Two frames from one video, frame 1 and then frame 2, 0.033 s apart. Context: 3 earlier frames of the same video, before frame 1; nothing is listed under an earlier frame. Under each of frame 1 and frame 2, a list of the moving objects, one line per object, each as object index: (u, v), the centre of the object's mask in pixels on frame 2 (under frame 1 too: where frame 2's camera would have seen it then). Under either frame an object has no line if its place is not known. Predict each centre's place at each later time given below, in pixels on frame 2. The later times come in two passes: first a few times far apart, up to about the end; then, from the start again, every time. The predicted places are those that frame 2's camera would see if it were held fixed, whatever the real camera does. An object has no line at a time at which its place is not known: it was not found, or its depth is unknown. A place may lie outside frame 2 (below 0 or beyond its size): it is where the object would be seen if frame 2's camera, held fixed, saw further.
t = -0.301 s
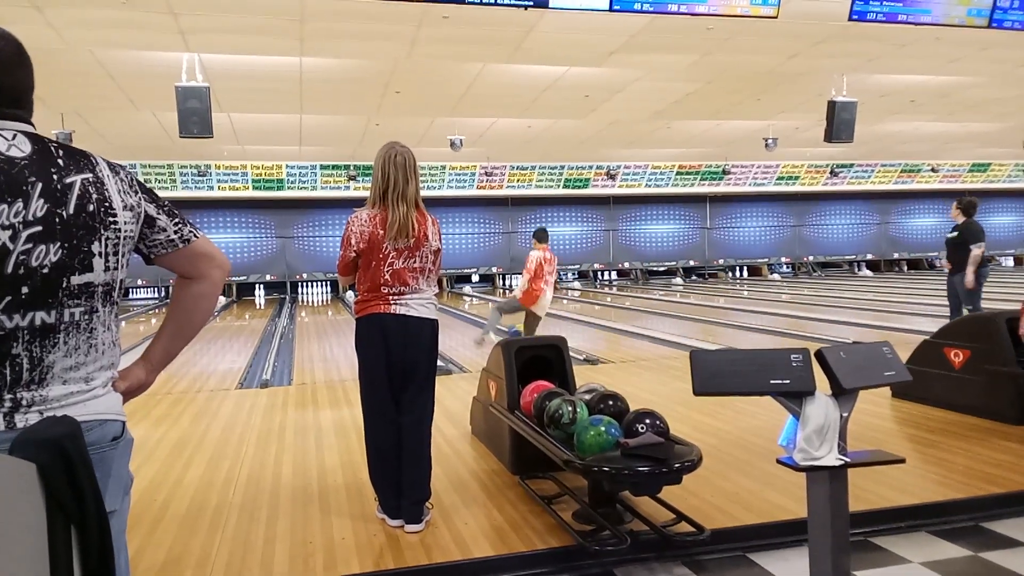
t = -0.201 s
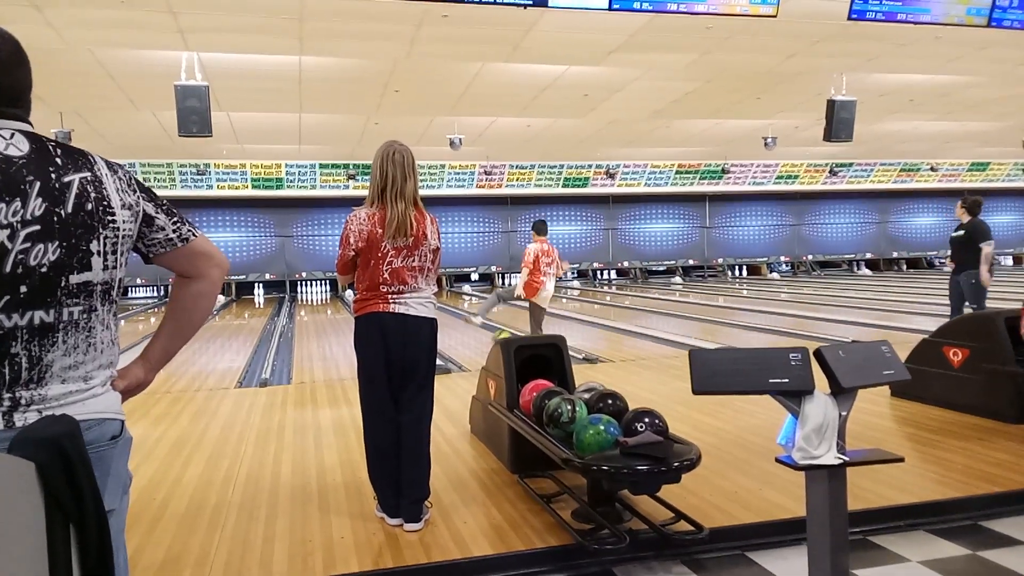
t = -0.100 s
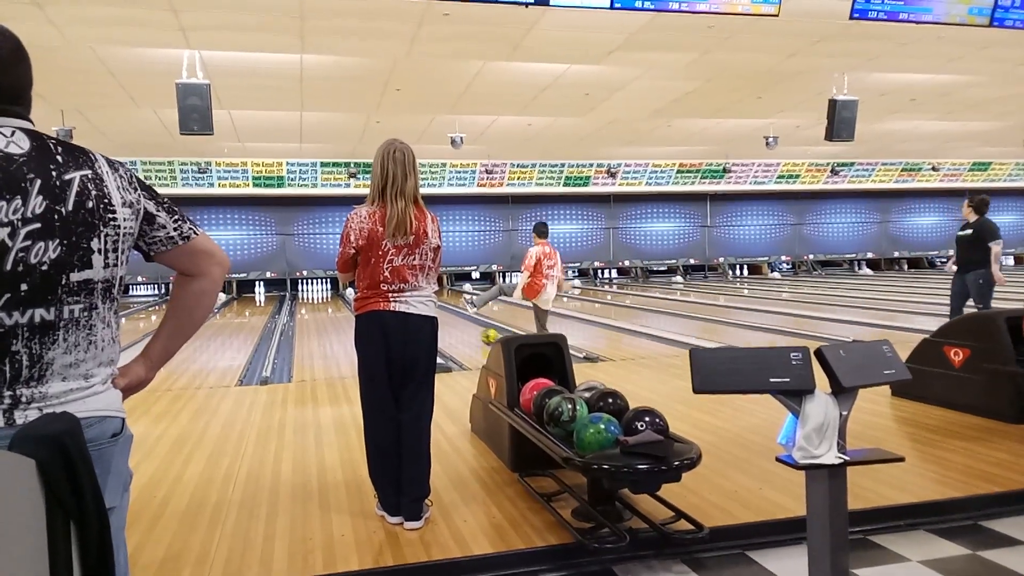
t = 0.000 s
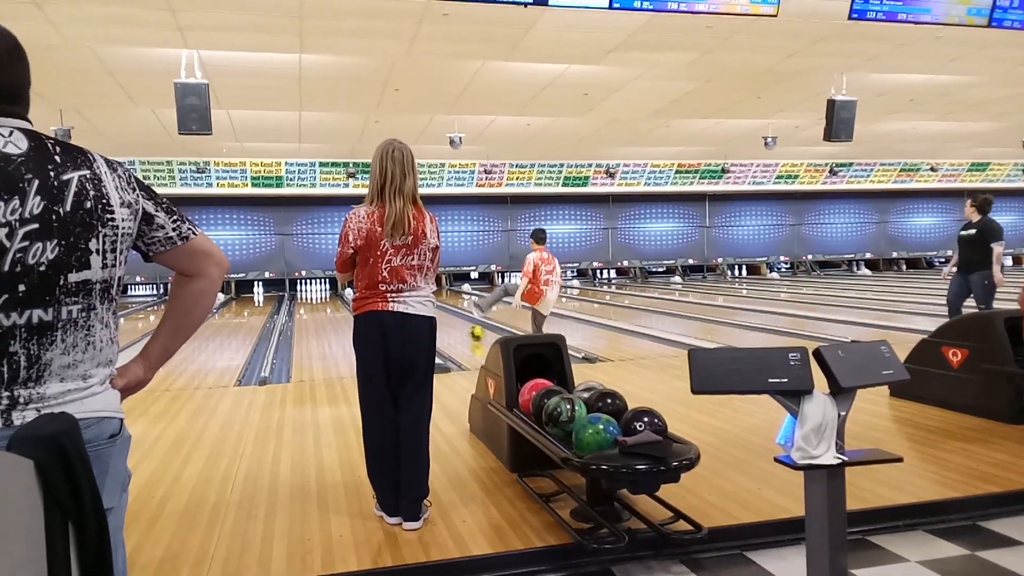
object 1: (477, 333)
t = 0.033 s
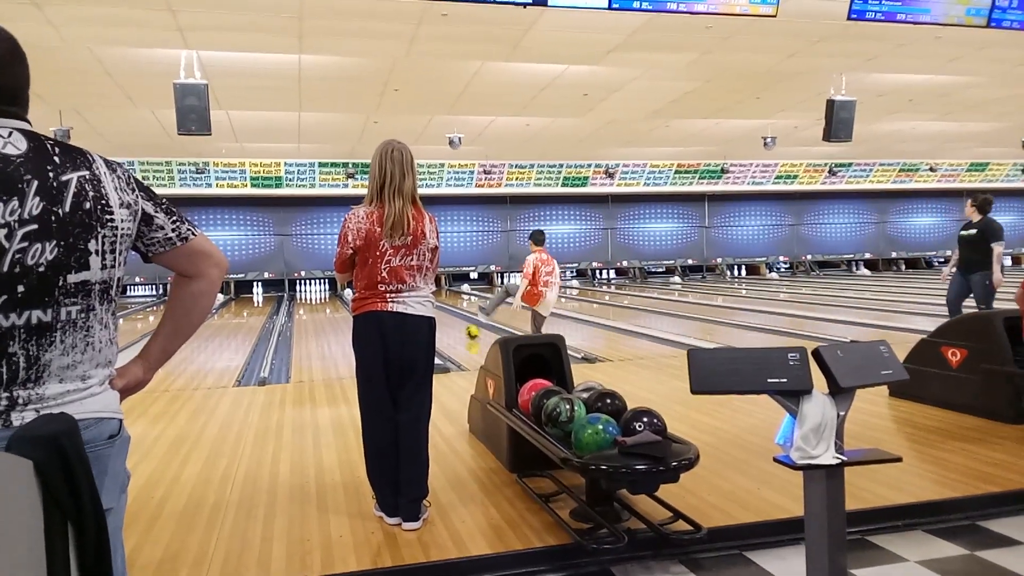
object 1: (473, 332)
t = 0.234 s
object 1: (455, 324)
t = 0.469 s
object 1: (438, 317)
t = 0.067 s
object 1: (470, 331)
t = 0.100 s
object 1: (467, 330)
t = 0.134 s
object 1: (464, 328)
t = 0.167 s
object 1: (460, 326)
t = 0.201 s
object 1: (458, 325)
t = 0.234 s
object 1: (455, 324)
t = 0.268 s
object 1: (452, 323)
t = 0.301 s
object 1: (449, 322)
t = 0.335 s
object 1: (446, 321)
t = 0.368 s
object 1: (444, 320)
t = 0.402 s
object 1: (442, 319)
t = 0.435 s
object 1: (440, 318)
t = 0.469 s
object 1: (438, 317)
